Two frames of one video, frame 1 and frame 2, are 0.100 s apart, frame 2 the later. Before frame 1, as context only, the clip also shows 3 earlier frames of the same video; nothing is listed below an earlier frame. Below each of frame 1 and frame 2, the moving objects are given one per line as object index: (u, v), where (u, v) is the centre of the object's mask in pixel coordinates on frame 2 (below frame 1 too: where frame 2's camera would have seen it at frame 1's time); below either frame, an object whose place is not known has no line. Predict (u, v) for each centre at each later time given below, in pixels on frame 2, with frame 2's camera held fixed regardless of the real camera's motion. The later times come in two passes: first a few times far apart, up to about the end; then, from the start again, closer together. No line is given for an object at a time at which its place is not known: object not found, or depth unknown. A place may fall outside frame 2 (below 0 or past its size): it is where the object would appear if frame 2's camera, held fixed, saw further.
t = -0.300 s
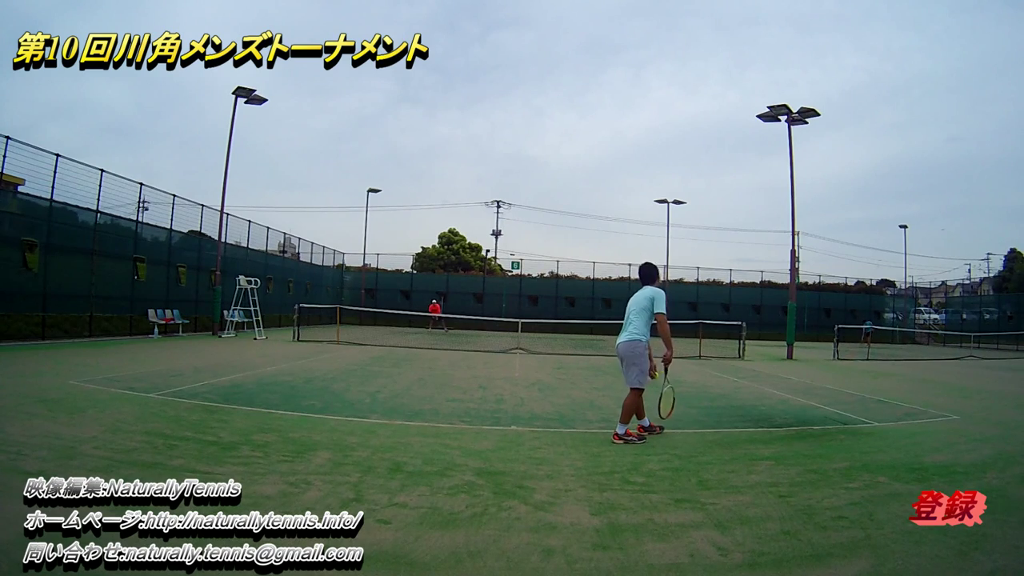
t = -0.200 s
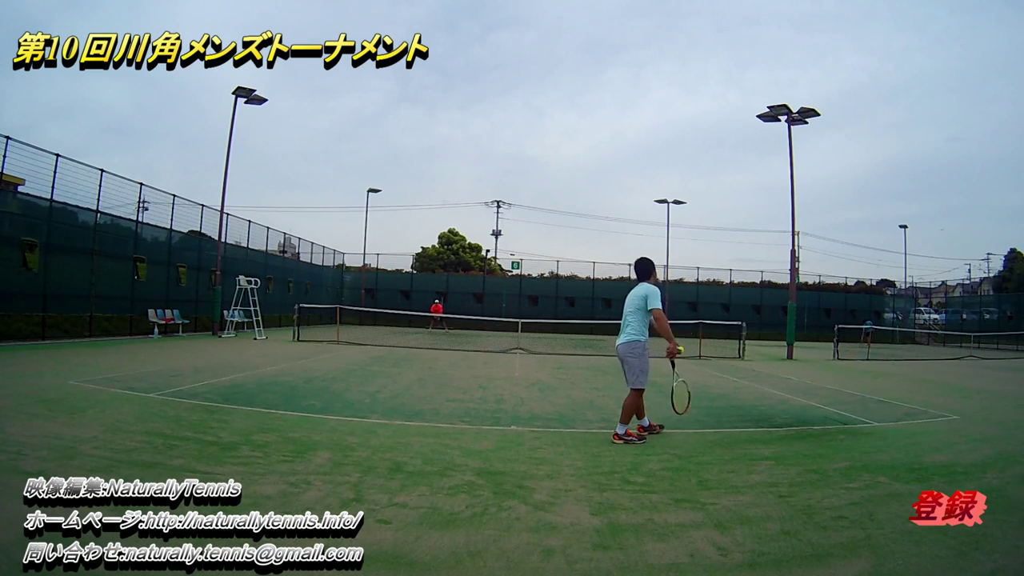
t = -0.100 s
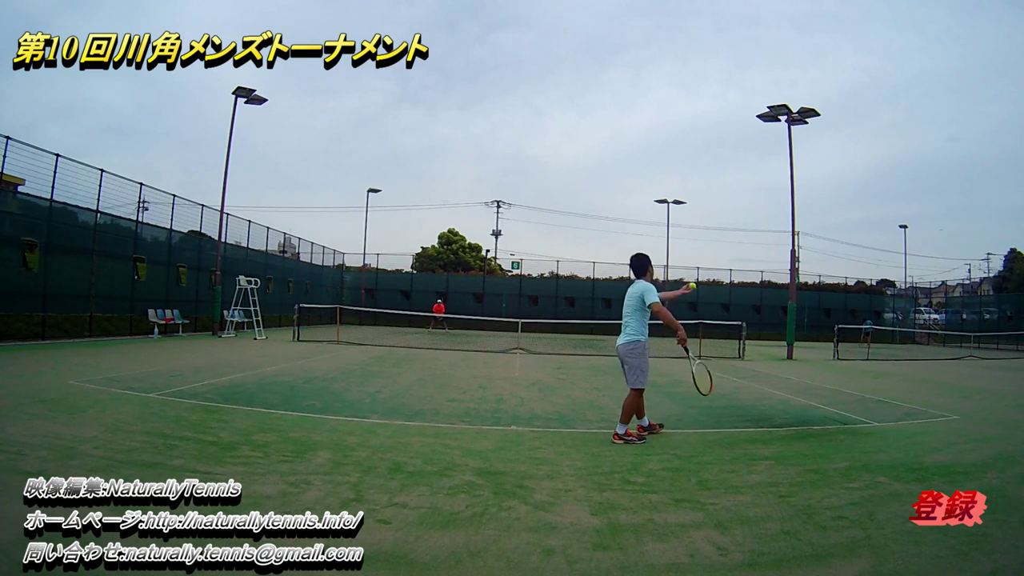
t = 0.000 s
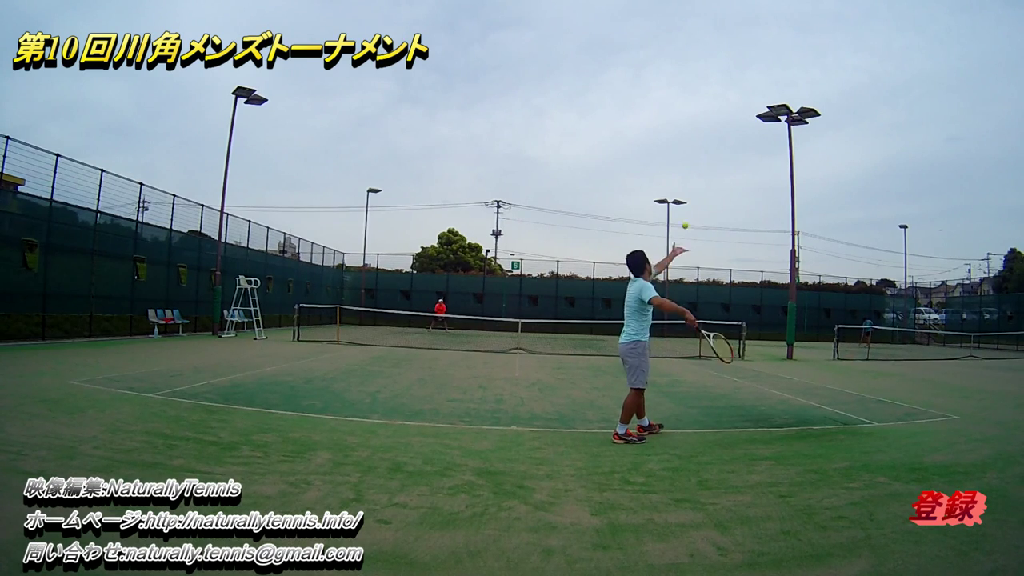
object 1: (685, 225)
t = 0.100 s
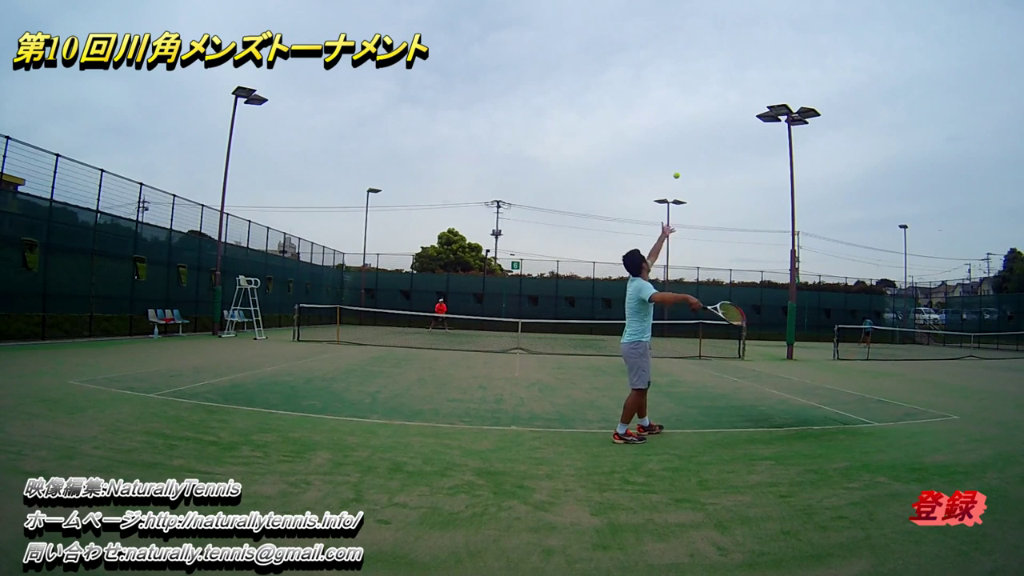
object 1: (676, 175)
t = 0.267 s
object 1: (661, 115)
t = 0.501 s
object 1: (639, 74)
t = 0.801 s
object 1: (611, 93)
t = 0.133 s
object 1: (673, 161)
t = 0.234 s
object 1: (664, 124)
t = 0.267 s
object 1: (661, 115)
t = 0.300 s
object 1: (658, 106)
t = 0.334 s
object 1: (655, 98)
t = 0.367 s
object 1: (651, 91)
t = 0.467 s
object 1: (642, 77)
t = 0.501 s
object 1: (639, 74)
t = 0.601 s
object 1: (630, 72)
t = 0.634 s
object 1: (627, 73)
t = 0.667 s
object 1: (624, 75)
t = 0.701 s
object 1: (621, 78)
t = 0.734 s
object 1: (617, 81)
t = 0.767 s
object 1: (614, 86)
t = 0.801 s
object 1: (611, 93)
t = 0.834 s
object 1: (608, 100)
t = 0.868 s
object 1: (605, 108)
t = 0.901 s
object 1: (602, 118)
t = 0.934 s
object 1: (598, 128)
